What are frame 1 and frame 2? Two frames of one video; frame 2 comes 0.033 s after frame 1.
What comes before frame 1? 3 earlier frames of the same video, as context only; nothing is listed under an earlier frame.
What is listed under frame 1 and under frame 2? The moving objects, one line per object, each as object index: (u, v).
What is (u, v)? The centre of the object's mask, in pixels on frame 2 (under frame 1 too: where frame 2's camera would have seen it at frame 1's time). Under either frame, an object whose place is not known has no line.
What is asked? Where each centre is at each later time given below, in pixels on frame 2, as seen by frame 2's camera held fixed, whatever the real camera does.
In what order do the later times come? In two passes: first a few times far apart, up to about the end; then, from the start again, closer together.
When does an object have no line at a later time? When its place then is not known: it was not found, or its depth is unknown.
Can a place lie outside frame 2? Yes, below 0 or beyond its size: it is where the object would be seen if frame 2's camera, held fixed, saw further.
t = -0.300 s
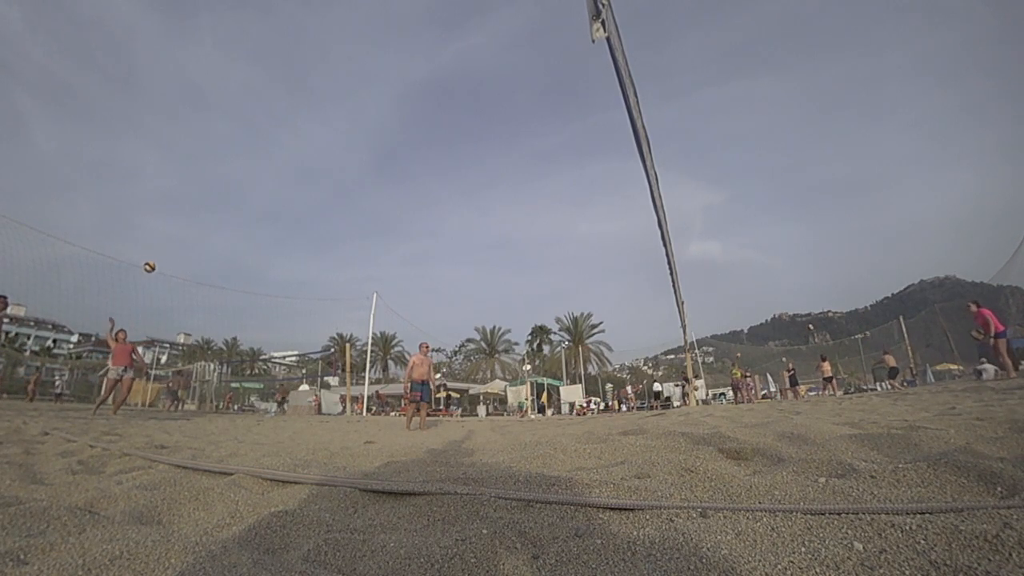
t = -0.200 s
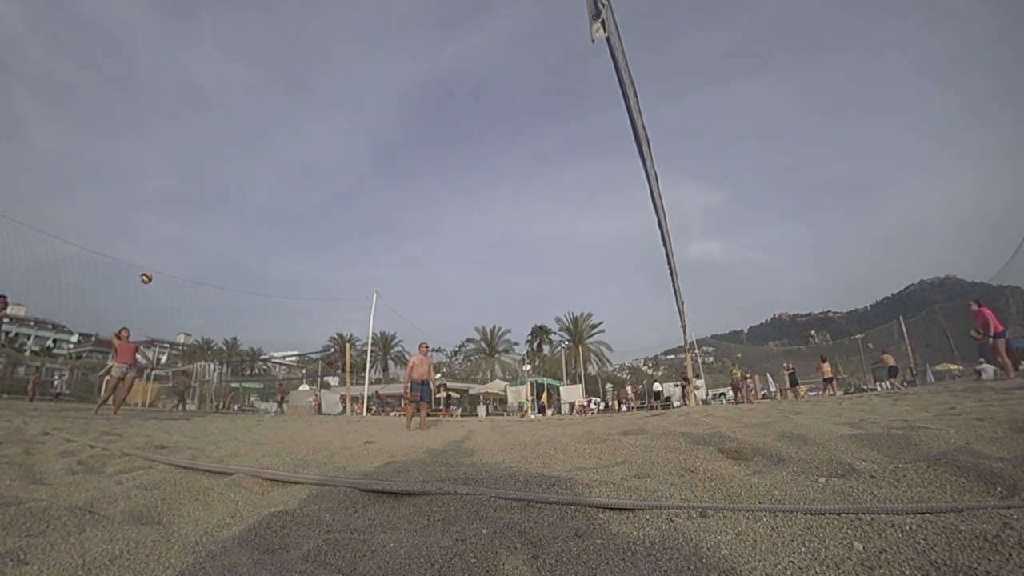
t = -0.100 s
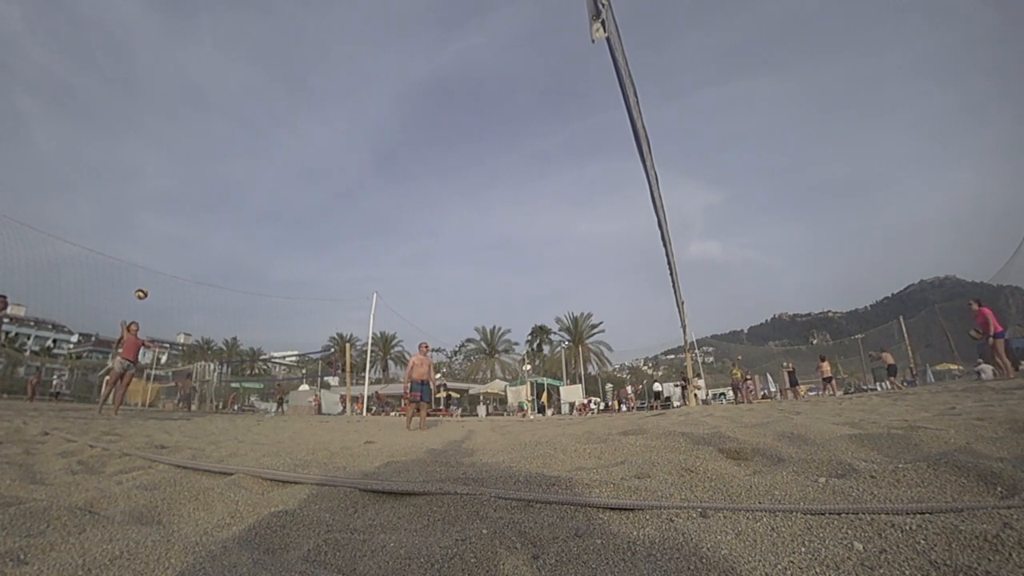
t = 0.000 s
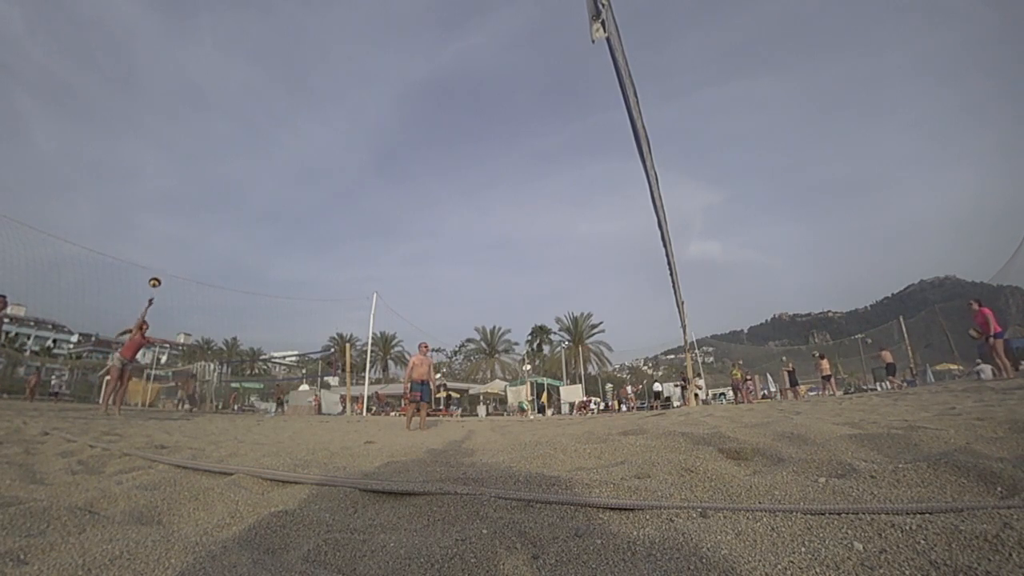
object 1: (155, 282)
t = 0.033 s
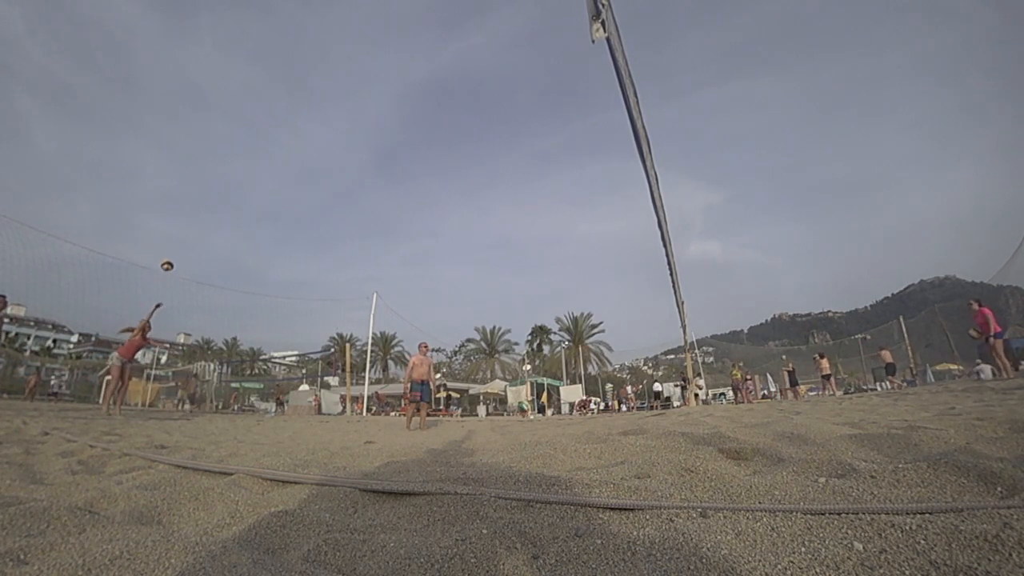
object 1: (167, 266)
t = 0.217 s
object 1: (241, 180)
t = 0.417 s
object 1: (331, 105)
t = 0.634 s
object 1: (439, 47)
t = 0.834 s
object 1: (550, 20)
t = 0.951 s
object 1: (622, 16)
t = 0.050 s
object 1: (173, 257)
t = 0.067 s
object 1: (180, 249)
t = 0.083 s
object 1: (186, 241)
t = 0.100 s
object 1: (193, 233)
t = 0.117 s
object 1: (199, 225)
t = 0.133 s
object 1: (206, 217)
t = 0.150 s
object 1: (213, 209)
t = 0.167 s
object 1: (220, 202)
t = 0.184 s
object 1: (227, 194)
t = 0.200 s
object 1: (234, 187)
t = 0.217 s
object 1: (241, 180)
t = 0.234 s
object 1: (248, 173)
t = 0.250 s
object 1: (256, 166)
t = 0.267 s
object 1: (264, 159)
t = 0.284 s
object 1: (271, 153)
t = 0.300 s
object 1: (278, 146)
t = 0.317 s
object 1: (286, 140)
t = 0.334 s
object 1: (293, 134)
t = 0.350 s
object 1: (301, 128)
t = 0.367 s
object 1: (308, 122)
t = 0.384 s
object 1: (315, 116)
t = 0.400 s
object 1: (324, 110)
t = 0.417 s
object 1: (331, 105)
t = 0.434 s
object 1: (339, 100)
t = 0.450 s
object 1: (347, 95)
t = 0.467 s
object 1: (355, 89)
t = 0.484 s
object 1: (363, 84)
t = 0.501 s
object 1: (371, 79)
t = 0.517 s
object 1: (379, 75)
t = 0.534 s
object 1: (387, 71)
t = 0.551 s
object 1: (396, 66)
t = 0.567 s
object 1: (404, 62)
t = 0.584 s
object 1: (413, 58)
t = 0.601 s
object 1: (421, 54)
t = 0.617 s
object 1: (430, 51)
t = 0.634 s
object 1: (439, 47)
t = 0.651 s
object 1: (448, 44)
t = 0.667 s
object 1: (456, 42)
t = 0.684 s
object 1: (465, 38)
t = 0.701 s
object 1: (474, 36)
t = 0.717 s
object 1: (484, 33)
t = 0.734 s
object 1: (493, 31)
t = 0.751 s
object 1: (502, 29)
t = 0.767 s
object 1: (511, 27)
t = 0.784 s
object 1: (521, 25)
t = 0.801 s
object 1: (530, 23)
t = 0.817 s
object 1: (540, 21)
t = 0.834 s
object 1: (550, 20)
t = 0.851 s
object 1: (560, 19)
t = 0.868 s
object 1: (570, 18)
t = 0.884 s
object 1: (580, 17)
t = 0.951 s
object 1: (622, 16)
